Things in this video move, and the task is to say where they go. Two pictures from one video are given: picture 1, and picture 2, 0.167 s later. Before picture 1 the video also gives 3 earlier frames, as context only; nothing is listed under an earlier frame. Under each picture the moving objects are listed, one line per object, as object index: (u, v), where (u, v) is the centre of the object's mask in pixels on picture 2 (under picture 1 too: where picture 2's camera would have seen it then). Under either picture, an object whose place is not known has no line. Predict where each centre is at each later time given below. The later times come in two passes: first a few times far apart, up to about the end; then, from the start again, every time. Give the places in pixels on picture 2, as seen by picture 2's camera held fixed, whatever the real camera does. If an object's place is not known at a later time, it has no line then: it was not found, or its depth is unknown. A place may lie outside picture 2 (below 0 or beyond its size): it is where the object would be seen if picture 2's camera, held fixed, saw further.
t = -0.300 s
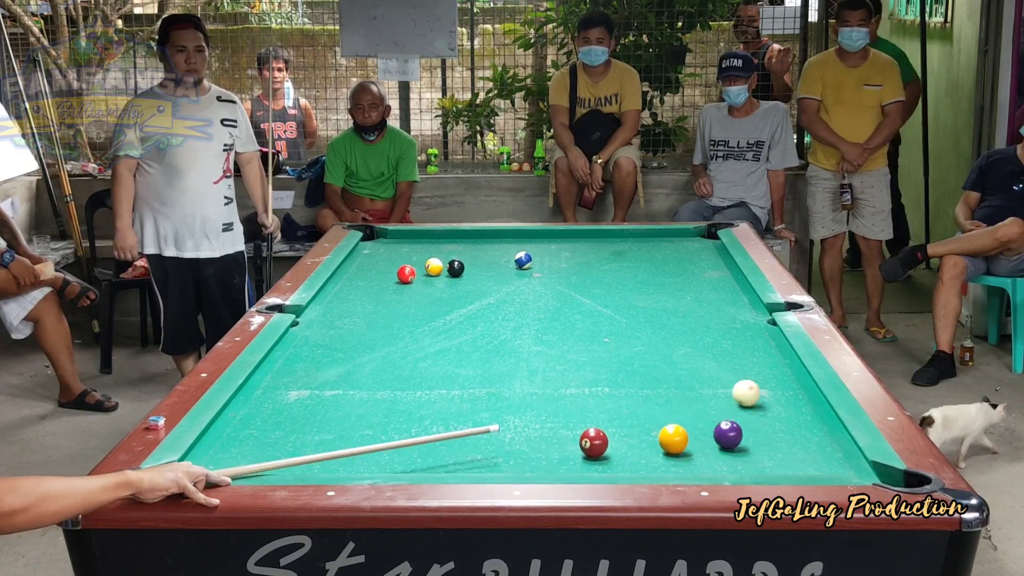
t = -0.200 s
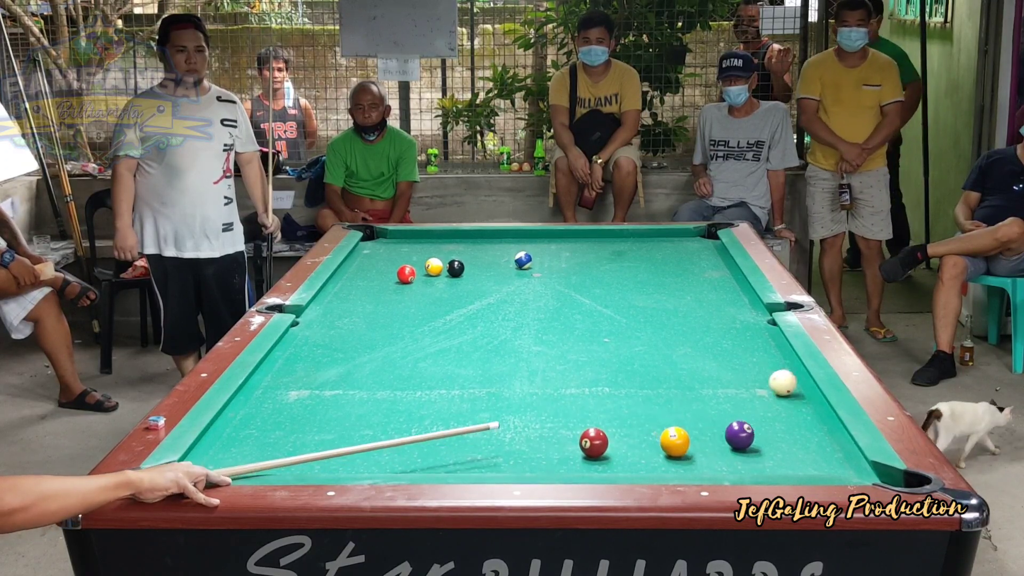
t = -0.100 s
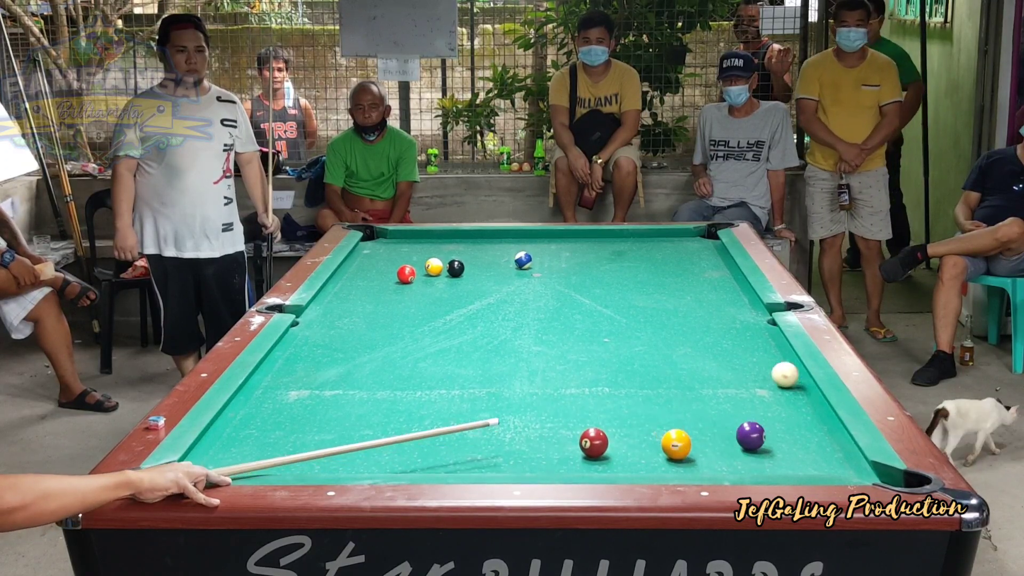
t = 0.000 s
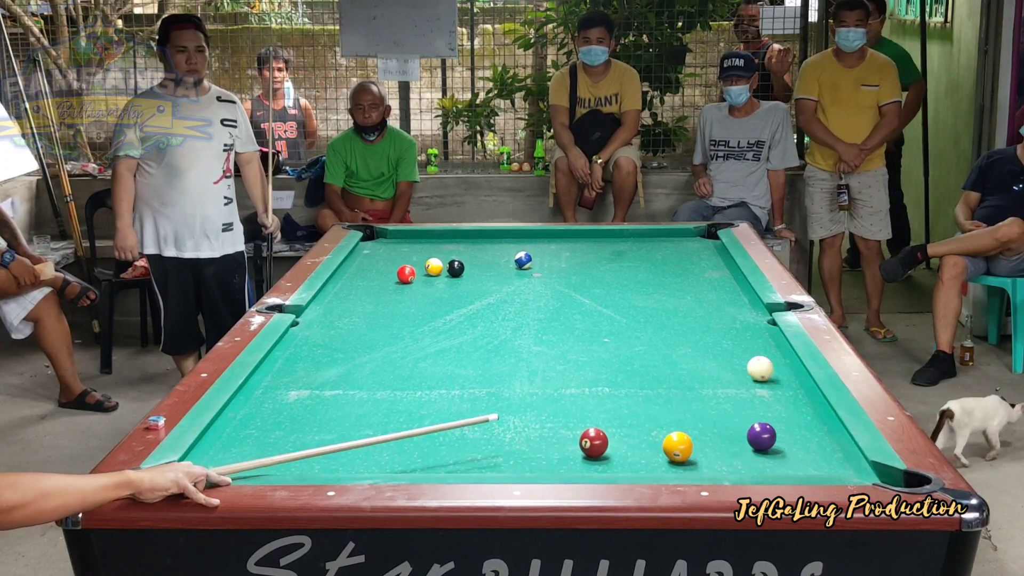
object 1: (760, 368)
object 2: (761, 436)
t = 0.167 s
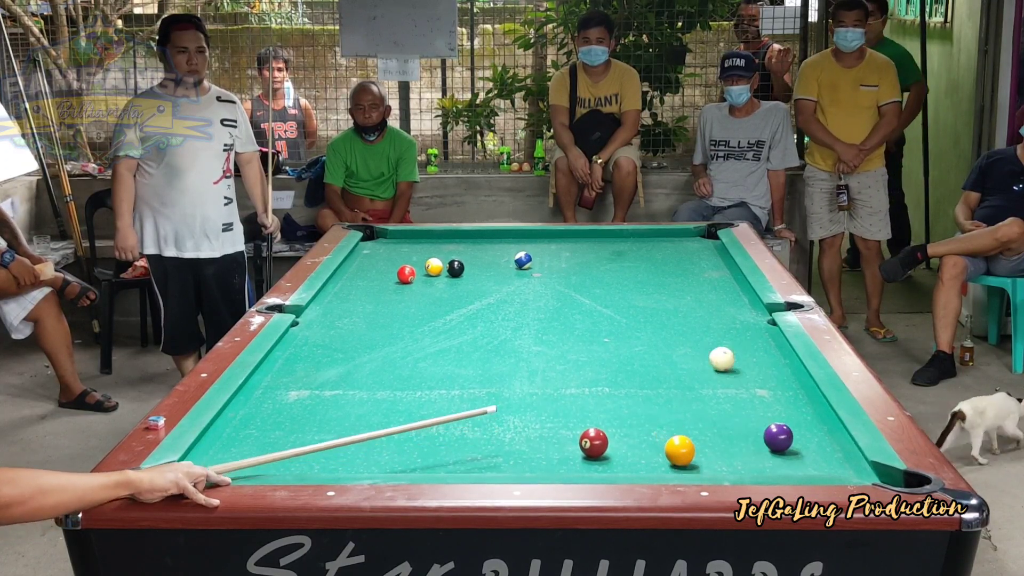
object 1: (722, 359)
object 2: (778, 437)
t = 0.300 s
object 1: (693, 352)
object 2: (791, 438)
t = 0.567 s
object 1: (641, 338)
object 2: (814, 438)
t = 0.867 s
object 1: (586, 325)
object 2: (838, 440)
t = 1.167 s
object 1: (543, 315)
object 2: (829, 440)
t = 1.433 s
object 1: (506, 306)
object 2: (824, 440)
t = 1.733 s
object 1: (466, 296)
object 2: (822, 440)
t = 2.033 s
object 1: (434, 288)
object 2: (822, 440)
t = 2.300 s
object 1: (410, 282)
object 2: (822, 440)
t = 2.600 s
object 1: (383, 276)
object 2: (822, 440)
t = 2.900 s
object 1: (359, 270)
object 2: (822, 440)
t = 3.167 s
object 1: (353, 265)
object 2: (822, 440)
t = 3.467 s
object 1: (367, 262)
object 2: (822, 440)
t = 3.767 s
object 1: (381, 260)
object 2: (822, 440)
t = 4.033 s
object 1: (391, 258)
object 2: (822, 440)
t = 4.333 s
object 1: (400, 256)
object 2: (822, 440)
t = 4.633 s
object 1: (409, 255)
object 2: (822, 440)
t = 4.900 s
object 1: (415, 253)
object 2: (822, 440)
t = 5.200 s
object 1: (421, 252)
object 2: (822, 440)
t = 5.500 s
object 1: (425, 252)
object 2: (822, 439)
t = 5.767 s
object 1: (427, 252)
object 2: (822, 440)
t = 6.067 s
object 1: (428, 252)
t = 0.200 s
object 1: (715, 357)
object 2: (781, 437)
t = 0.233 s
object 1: (707, 355)
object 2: (785, 437)
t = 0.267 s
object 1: (700, 353)
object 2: (788, 438)
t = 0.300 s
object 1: (693, 352)
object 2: (791, 438)
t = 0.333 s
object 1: (686, 350)
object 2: (794, 438)
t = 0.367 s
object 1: (679, 348)
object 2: (797, 438)
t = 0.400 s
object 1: (673, 347)
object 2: (800, 438)
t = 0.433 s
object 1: (666, 345)
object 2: (803, 438)
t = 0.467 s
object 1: (657, 343)
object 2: (807, 438)
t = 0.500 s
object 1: (650, 341)
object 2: (810, 438)
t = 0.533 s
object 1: (647, 340)
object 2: (811, 438)
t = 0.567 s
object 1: (641, 338)
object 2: (814, 438)
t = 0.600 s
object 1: (635, 337)
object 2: (817, 439)
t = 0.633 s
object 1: (628, 336)
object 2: (819, 439)
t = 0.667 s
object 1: (620, 334)
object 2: (823, 439)
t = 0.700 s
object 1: (614, 332)
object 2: (826, 439)
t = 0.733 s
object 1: (608, 331)
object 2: (828, 439)
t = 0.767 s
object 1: (603, 329)
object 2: (831, 439)
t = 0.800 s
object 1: (597, 328)
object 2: (833, 440)
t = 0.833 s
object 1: (592, 327)
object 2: (835, 439)
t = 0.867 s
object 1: (586, 325)
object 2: (838, 440)
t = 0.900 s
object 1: (581, 324)
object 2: (837, 440)
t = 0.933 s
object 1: (575, 323)
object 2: (836, 440)
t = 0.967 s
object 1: (573, 322)
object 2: (835, 440)
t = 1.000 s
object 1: (568, 321)
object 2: (834, 440)
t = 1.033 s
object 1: (563, 319)
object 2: (833, 440)
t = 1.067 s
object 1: (557, 318)
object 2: (832, 440)
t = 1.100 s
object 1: (553, 317)
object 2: (831, 440)
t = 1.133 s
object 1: (547, 316)
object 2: (830, 440)
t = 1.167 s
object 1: (543, 315)
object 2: (829, 440)
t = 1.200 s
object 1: (538, 313)
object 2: (829, 440)
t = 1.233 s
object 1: (533, 312)
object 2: (828, 440)
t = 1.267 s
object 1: (528, 311)
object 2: (827, 440)
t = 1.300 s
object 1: (524, 310)
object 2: (826, 440)
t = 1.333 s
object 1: (519, 309)
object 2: (826, 440)
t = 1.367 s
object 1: (517, 308)
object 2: (825, 440)
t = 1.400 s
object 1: (512, 307)
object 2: (825, 440)
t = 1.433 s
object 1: (506, 306)
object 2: (824, 440)
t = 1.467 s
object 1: (499, 304)
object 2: (823, 440)
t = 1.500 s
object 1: (495, 303)
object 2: (823, 440)
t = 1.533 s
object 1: (491, 302)
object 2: (822, 440)
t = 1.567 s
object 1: (487, 301)
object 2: (822, 440)
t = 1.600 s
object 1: (483, 300)
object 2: (822, 440)
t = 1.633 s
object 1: (479, 299)
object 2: (822, 440)
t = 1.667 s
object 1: (474, 298)
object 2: (822, 440)
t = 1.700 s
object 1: (471, 297)
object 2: (822, 440)
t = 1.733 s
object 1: (466, 296)
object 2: (822, 440)
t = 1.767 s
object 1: (463, 296)
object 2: (822, 440)
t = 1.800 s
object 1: (459, 294)
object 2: (822, 440)
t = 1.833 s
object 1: (455, 293)
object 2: (822, 440)
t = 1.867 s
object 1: (452, 293)
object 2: (822, 440)
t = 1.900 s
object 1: (448, 292)
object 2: (822, 440)
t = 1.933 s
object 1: (444, 291)
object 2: (822, 440)
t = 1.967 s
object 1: (441, 290)
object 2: (822, 440)
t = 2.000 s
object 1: (437, 289)
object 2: (822, 440)
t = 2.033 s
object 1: (434, 288)
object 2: (822, 440)
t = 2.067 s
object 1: (432, 288)
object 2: (822, 440)
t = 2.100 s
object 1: (430, 288)
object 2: (822, 439)
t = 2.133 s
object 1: (425, 286)
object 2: (822, 439)
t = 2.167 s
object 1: (422, 285)
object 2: (822, 439)
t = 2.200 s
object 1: (420, 285)
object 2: (822, 439)
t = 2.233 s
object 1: (417, 284)
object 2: (822, 440)
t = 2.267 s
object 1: (413, 283)
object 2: (822, 440)
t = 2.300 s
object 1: (410, 282)
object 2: (822, 440)
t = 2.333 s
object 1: (407, 282)
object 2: (822, 440)
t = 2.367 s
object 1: (404, 281)
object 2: (822, 440)
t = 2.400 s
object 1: (401, 280)
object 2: (822, 440)
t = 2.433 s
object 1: (398, 279)
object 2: (822, 440)
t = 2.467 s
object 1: (395, 279)
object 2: (822, 440)
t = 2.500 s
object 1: (392, 278)
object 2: (822, 440)
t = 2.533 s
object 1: (389, 277)
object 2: (822, 440)
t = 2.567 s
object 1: (386, 276)
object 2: (822, 440)
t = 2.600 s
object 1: (383, 276)
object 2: (822, 440)
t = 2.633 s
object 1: (380, 275)
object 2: (822, 440)
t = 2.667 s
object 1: (378, 274)
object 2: (822, 440)
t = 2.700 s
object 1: (375, 274)
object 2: (822, 440)
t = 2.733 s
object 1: (372, 273)
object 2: (822, 440)
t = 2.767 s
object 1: (369, 272)
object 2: (822, 440)
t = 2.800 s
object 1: (367, 272)
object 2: (822, 440)
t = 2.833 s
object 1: (364, 271)
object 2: (822, 440)
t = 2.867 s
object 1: (361, 270)
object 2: (822, 439)
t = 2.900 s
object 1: (359, 270)
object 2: (822, 440)
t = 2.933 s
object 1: (356, 269)
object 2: (822, 440)
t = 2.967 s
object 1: (355, 269)
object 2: (822, 439)
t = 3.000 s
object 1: (353, 268)
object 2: (822, 439)
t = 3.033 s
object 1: (348, 267)
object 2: (822, 439)
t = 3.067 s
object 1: (348, 266)
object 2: (822, 439)
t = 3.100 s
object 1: (349, 266)
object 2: (822, 440)
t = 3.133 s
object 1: (351, 266)
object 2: (822, 439)
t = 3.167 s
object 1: (353, 265)
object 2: (822, 440)
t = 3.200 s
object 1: (355, 265)
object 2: (822, 439)
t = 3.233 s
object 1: (356, 265)
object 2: (822, 440)
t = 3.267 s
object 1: (358, 264)
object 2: (822, 439)
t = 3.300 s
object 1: (360, 264)
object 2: (822, 439)
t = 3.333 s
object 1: (362, 263)
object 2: (822, 440)
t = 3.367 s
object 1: (363, 263)
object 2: (822, 440)
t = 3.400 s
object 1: (365, 263)
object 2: (822, 440)
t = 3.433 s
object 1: (366, 263)
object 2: (822, 440)
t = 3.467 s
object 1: (367, 262)
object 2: (822, 440)
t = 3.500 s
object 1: (369, 262)
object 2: (822, 440)
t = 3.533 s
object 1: (370, 262)
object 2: (822, 440)
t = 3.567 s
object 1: (372, 261)
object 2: (822, 440)
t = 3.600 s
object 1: (373, 261)
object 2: (822, 440)
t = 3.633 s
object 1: (375, 261)
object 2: (822, 440)
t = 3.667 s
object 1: (376, 260)
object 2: (822, 440)
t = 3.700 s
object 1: (377, 260)
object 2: (822, 440)
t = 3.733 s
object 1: (380, 260)
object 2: (822, 440)
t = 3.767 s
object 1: (381, 260)
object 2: (822, 440)
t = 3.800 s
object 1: (382, 259)
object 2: (822, 440)
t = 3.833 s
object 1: (384, 259)
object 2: (822, 440)
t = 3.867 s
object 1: (385, 259)
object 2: (822, 440)
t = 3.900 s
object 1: (386, 258)
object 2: (822, 440)
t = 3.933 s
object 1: (387, 258)
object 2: (822, 440)
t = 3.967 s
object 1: (389, 258)
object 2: (822, 440)
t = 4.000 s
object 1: (390, 258)
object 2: (822, 440)
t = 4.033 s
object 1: (391, 258)
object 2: (822, 440)
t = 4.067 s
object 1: (392, 257)
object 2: (822, 440)
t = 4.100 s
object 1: (393, 257)
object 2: (822, 439)
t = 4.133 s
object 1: (395, 257)
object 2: (822, 440)
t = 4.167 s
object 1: (396, 257)
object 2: (822, 440)
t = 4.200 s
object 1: (397, 256)
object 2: (822, 440)
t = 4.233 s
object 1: (398, 256)
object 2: (822, 440)
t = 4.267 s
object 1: (399, 256)
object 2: (822, 440)
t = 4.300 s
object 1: (399, 256)
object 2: (822, 440)
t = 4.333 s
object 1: (400, 256)
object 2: (822, 440)
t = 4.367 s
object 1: (402, 256)
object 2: (822, 439)
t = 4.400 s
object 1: (403, 255)
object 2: (822, 439)
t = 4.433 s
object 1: (403, 255)
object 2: (822, 440)
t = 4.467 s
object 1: (404, 255)
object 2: (822, 440)
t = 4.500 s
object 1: (405, 255)
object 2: (822, 440)
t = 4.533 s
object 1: (406, 255)
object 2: (822, 440)
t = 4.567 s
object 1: (407, 255)
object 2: (822, 440)
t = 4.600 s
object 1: (408, 255)
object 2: (822, 440)
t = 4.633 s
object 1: (409, 255)
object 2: (822, 440)
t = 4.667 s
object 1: (410, 255)
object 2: (822, 440)
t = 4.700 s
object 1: (410, 254)
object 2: (822, 440)
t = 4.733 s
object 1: (412, 254)
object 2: (822, 440)
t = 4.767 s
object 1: (412, 254)
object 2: (822, 440)
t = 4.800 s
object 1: (413, 254)
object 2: (822, 440)
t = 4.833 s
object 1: (414, 254)
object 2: (822, 440)
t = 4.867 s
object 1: (414, 254)
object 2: (822, 440)
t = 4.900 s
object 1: (415, 253)
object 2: (822, 440)
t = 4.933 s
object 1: (416, 253)
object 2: (822, 440)
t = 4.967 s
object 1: (416, 253)
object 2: (822, 440)
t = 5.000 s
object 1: (418, 253)
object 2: (822, 440)
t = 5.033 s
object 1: (418, 253)
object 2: (822, 439)
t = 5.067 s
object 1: (419, 253)
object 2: (822, 440)
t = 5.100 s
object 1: (419, 253)
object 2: (822, 440)
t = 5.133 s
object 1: (420, 253)
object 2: (822, 440)
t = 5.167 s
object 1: (421, 253)
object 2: (822, 440)
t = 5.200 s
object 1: (421, 252)
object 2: (822, 440)
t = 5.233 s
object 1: (422, 252)
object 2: (822, 440)
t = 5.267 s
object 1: (422, 253)
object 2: (822, 440)
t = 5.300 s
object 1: (423, 252)
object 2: (822, 440)
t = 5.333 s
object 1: (423, 252)
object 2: (822, 440)
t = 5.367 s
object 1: (423, 252)
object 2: (822, 440)
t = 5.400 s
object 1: (424, 252)
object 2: (822, 439)
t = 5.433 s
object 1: (424, 252)
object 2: (822, 440)
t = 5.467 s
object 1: (425, 252)
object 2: (822, 439)
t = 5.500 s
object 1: (425, 252)
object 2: (822, 439)
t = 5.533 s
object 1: (426, 252)
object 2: (822, 440)
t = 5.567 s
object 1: (426, 252)
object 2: (822, 440)
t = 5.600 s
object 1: (426, 252)
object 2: (822, 440)
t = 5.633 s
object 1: (426, 252)
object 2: (822, 440)
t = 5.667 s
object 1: (427, 252)
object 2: (822, 440)
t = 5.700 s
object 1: (427, 251)
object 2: (822, 440)
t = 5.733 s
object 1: (427, 251)
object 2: (822, 440)
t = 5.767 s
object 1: (427, 252)
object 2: (822, 440)
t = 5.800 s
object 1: (428, 251)
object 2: (822, 440)
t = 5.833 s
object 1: (428, 251)
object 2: (822, 440)
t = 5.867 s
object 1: (428, 252)
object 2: (822, 440)
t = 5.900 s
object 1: (428, 251)
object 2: (822, 440)
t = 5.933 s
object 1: (428, 251)
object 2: (822, 439)
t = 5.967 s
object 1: (428, 252)
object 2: (822, 440)
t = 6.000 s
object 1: (428, 252)
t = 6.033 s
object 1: (429, 251)
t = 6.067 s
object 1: (428, 252)
